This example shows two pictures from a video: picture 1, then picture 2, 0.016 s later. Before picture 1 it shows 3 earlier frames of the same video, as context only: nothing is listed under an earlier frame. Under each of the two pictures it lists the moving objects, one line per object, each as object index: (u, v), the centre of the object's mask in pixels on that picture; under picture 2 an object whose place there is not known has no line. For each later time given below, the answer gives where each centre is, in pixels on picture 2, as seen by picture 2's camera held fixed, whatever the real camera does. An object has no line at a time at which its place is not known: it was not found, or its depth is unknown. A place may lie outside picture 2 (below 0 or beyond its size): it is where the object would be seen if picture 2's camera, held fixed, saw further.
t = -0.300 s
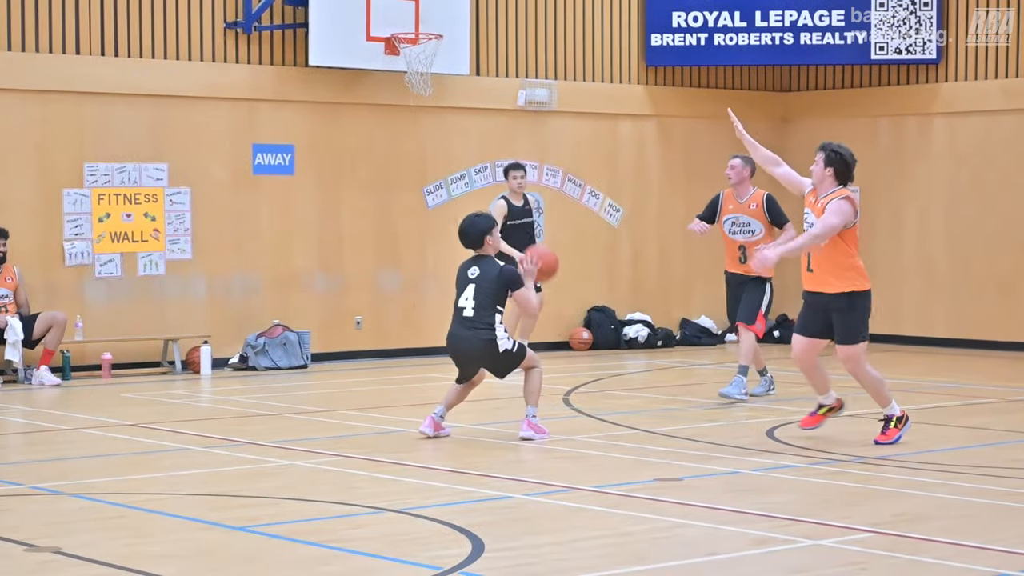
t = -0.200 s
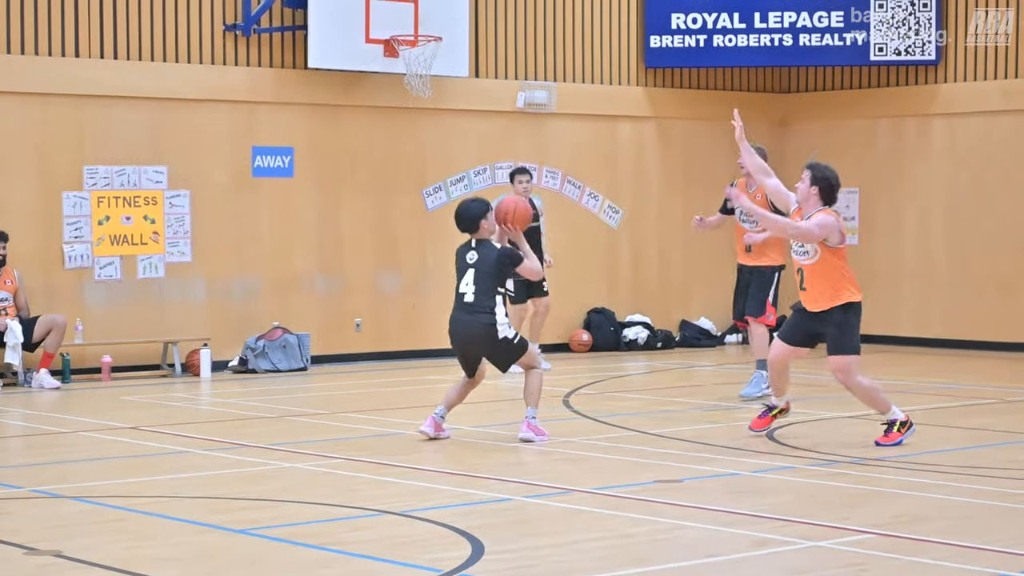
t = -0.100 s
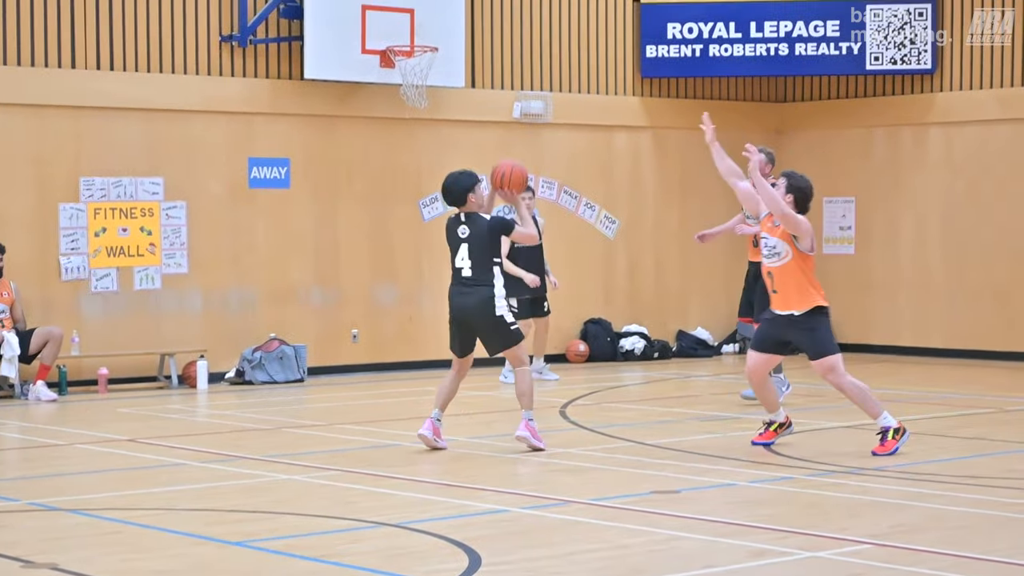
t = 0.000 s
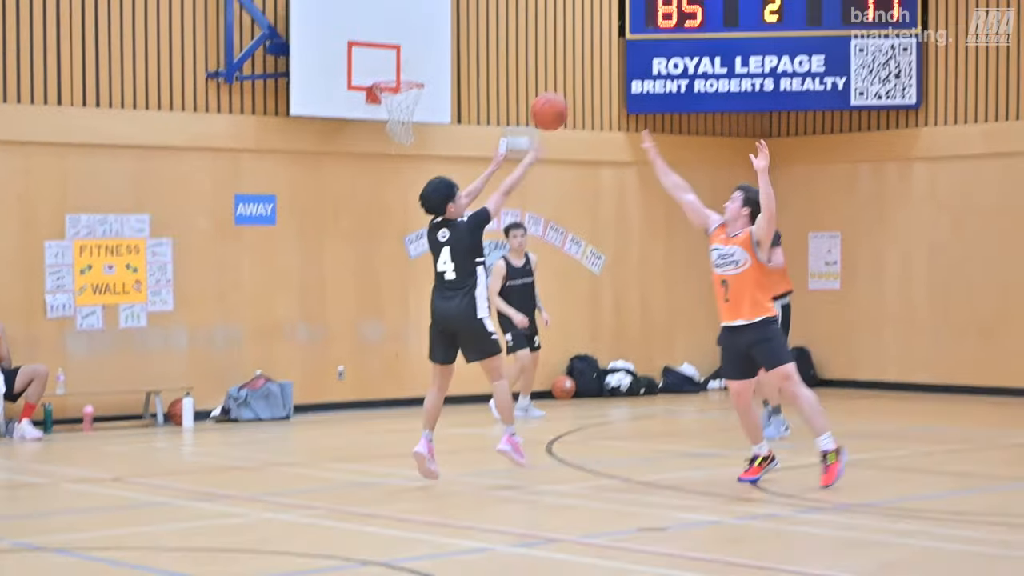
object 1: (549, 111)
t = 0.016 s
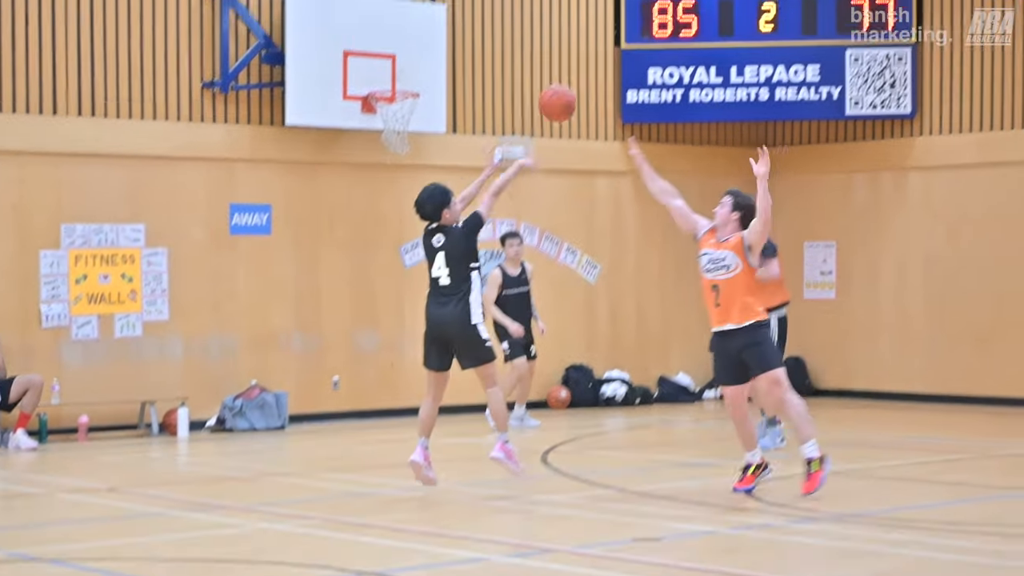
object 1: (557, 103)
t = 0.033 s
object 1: (571, 85)
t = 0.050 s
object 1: (586, 68)
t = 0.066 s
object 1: (600, 51)
